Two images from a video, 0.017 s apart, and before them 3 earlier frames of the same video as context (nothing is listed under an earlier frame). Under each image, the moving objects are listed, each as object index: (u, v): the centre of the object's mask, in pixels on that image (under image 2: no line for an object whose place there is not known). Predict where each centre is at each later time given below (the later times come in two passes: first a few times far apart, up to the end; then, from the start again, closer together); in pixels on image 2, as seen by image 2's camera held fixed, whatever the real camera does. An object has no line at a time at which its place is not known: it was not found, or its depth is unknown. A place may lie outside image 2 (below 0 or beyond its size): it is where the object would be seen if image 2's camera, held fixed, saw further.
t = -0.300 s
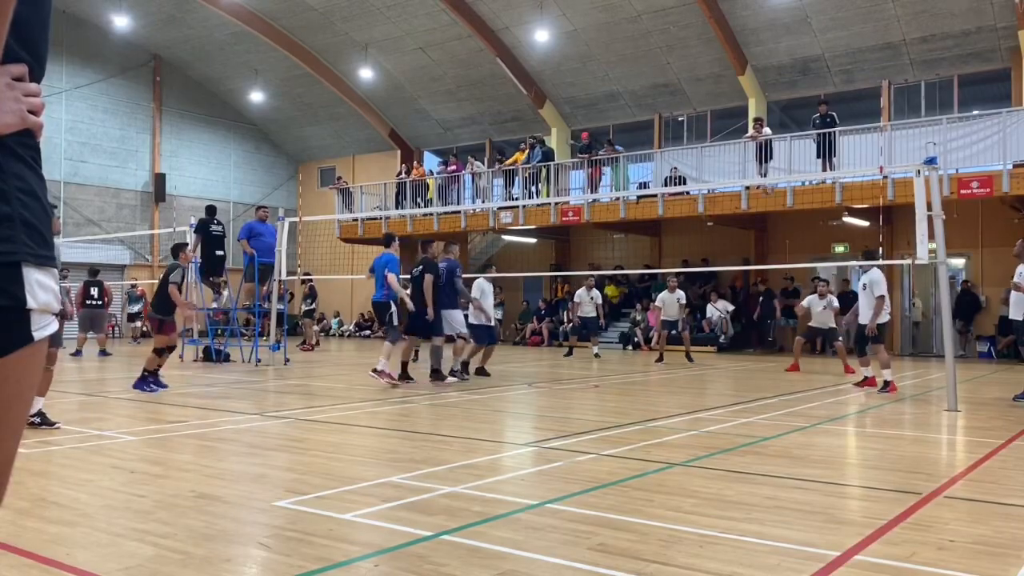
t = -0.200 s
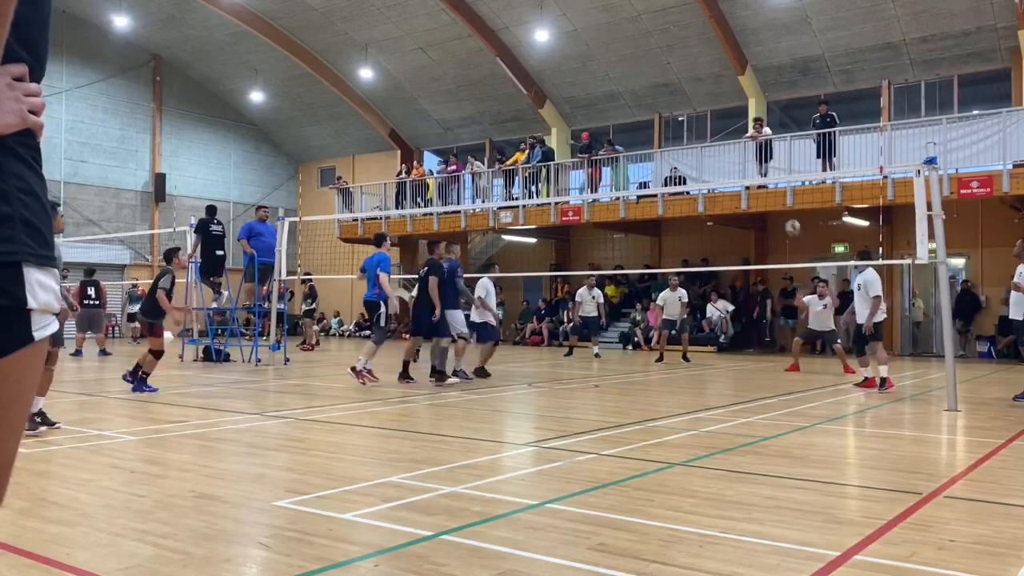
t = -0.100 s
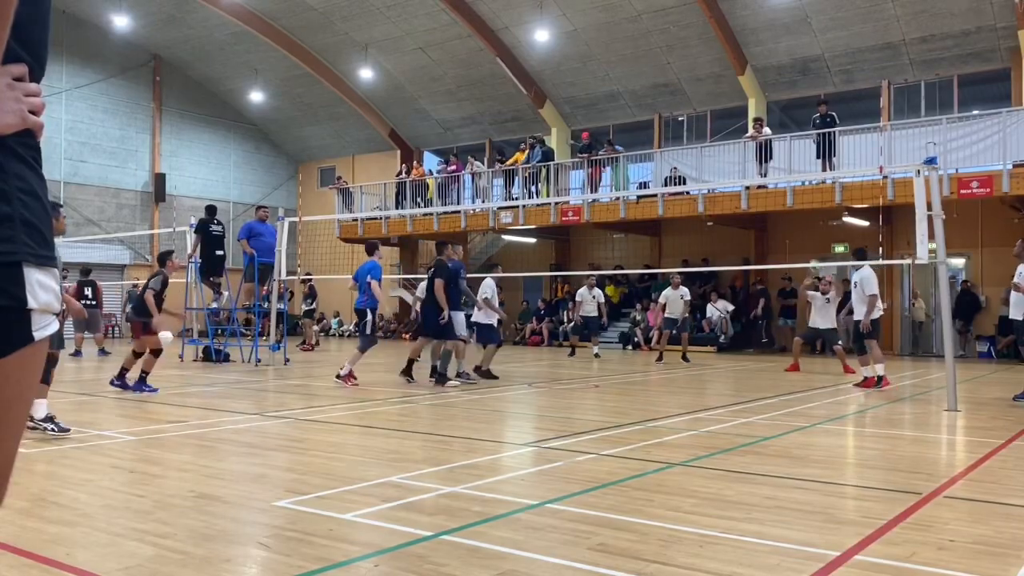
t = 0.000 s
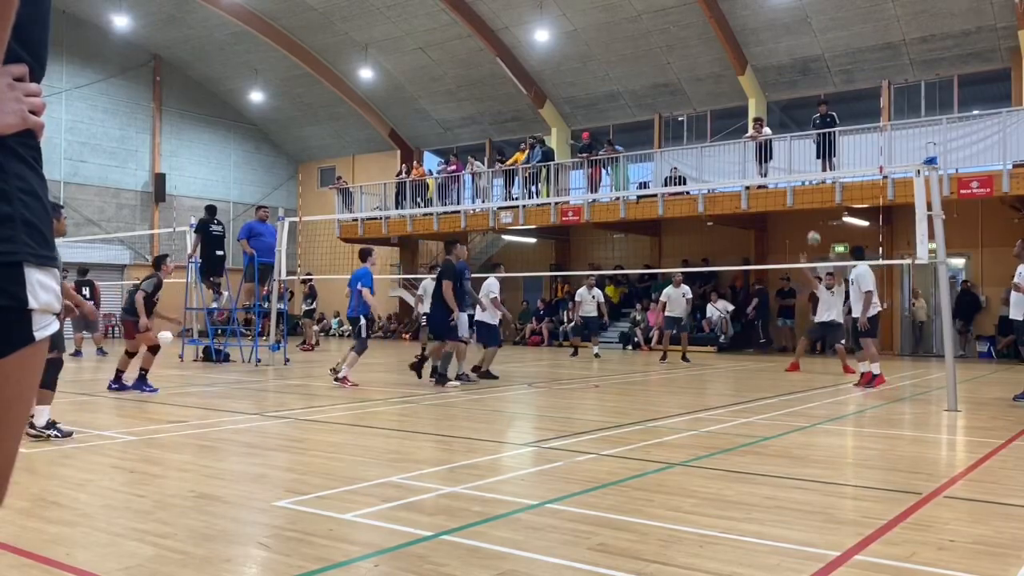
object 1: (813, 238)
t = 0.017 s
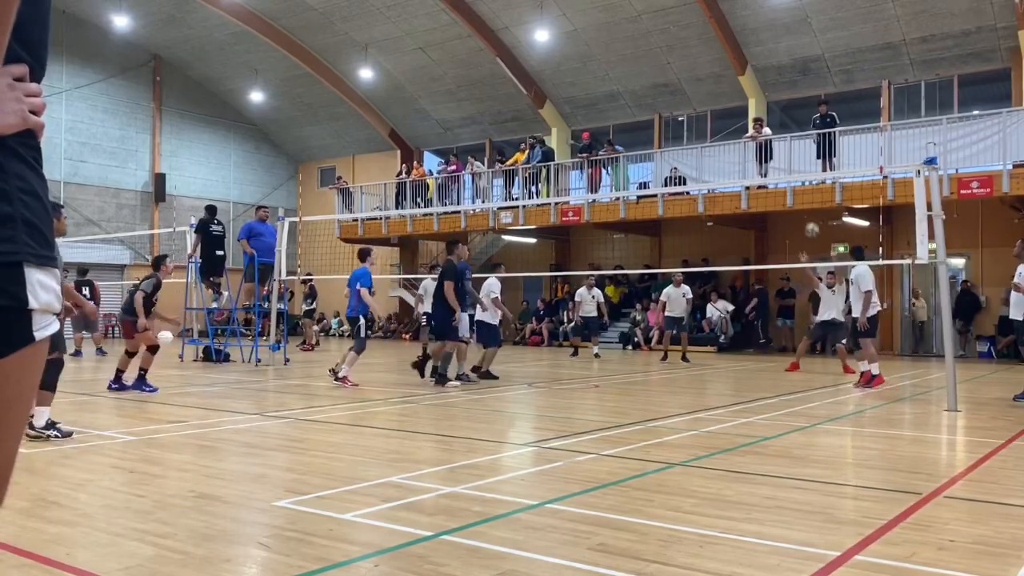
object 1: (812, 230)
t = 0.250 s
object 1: (792, 128)
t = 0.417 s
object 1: (779, 76)
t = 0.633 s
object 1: (761, 34)
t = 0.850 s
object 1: (744, 23)
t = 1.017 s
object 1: (730, 37)
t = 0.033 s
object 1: (810, 222)
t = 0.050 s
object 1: (809, 213)
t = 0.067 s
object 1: (807, 206)
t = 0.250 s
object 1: (792, 128)
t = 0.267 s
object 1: (791, 122)
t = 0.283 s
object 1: (790, 117)
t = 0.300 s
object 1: (789, 111)
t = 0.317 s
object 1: (788, 105)
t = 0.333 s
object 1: (786, 100)
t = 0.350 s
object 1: (785, 95)
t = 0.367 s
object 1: (783, 90)
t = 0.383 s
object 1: (782, 85)
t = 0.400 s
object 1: (781, 80)
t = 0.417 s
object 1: (779, 76)
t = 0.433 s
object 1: (777, 72)
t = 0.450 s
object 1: (776, 68)
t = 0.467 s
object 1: (775, 64)
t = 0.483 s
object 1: (774, 60)
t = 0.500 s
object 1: (773, 56)
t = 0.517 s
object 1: (771, 52)
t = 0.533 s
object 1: (770, 50)
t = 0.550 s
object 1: (769, 47)
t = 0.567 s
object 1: (767, 44)
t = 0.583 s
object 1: (766, 41)
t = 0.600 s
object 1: (764, 38)
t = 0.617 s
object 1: (763, 36)
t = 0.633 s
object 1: (761, 34)
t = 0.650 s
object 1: (760, 32)
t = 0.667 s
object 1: (759, 31)
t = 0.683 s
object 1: (758, 30)
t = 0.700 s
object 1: (756, 28)
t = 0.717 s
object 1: (754, 26)
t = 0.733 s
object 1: (754, 25)
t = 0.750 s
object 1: (752, 25)
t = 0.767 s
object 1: (751, 24)
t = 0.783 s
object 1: (750, 24)
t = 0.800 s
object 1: (748, 23)
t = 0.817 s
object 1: (747, 23)
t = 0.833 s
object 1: (744, 23)
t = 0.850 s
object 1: (744, 23)
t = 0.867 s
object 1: (743, 24)
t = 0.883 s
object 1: (742, 24)
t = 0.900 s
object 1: (740, 25)
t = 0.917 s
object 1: (738, 26)
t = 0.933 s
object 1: (737, 28)
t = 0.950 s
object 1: (736, 29)
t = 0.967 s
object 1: (734, 30)
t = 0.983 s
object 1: (733, 32)
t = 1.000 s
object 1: (731, 34)
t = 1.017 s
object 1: (730, 37)
